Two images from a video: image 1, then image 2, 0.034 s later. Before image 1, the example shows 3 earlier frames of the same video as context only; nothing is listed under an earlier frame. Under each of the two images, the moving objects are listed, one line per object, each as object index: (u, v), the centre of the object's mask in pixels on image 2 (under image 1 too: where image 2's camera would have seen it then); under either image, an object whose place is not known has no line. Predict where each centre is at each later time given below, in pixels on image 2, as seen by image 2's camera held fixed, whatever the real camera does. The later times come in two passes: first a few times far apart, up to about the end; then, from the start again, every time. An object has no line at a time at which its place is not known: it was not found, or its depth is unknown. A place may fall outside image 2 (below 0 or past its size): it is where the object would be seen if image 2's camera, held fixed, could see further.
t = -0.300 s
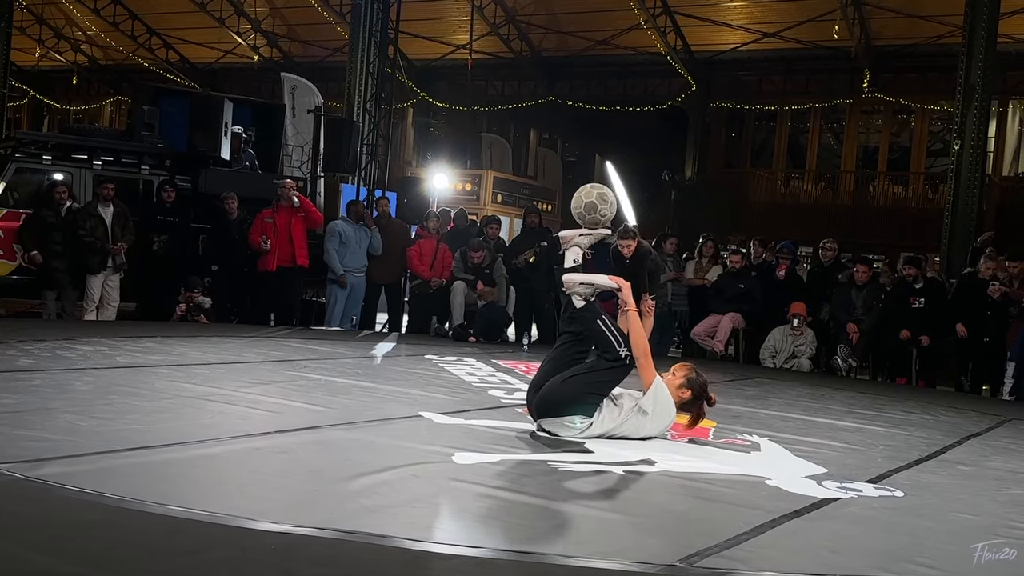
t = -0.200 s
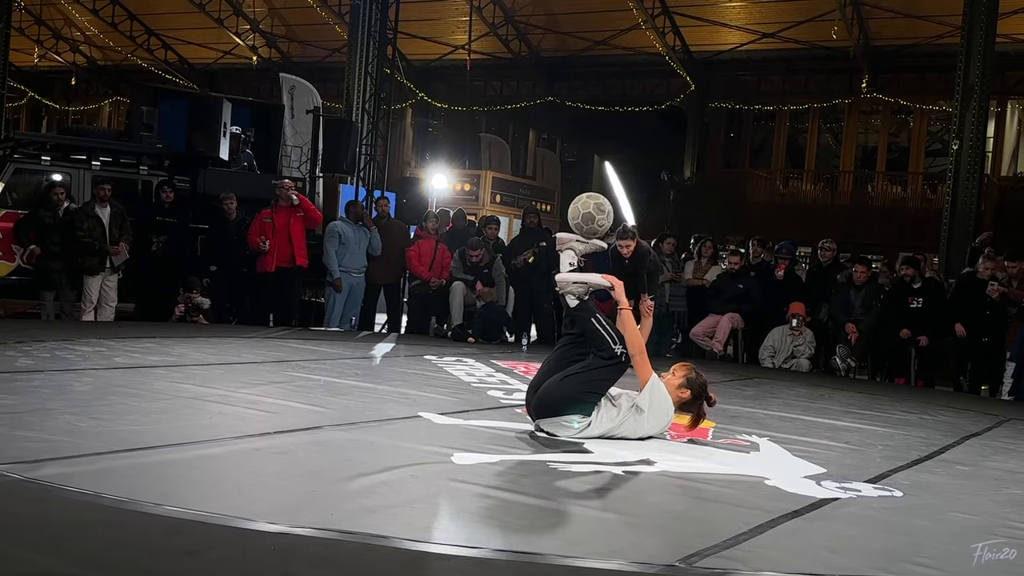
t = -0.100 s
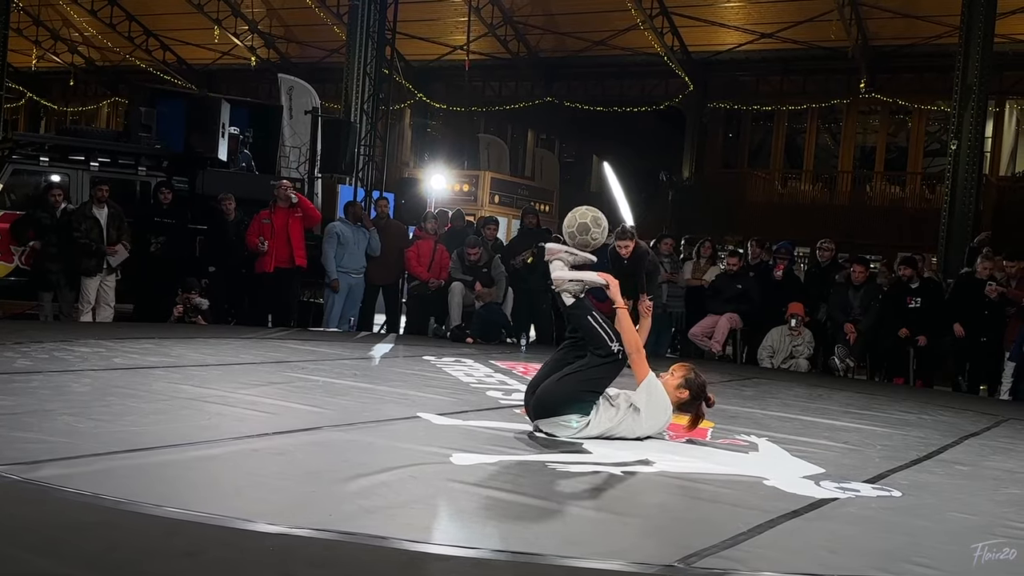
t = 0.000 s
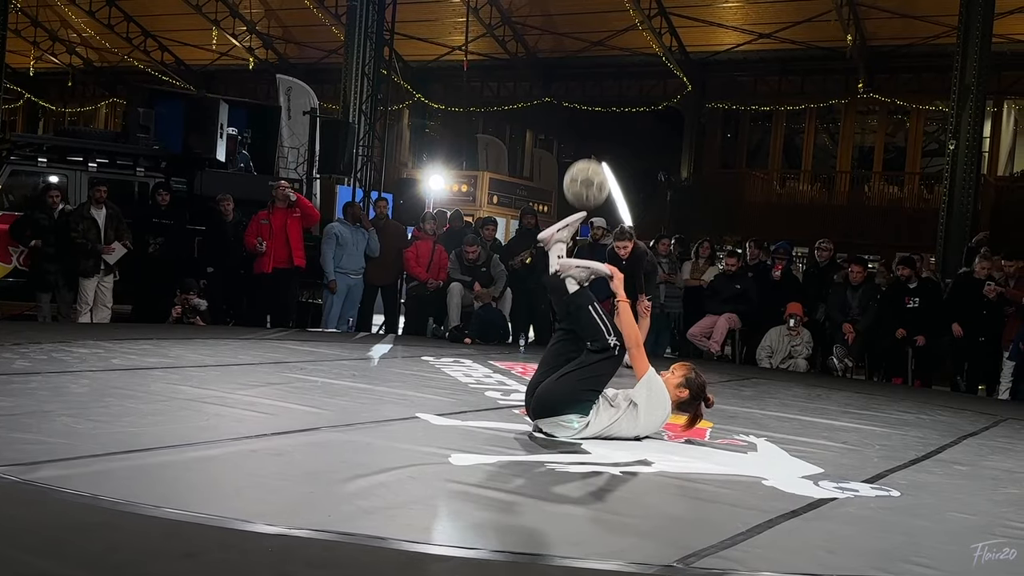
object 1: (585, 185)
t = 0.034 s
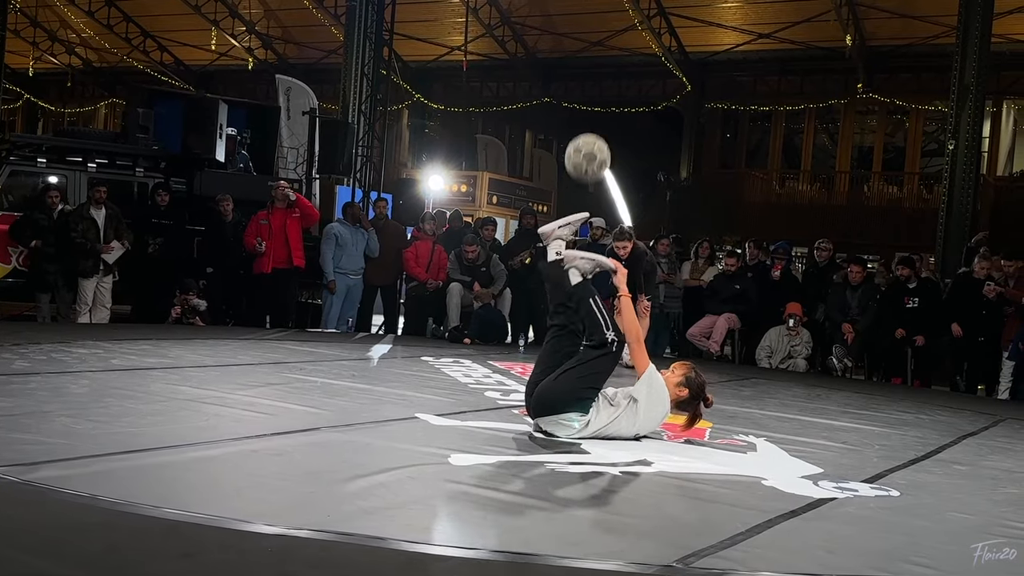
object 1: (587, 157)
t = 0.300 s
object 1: (597, 28)
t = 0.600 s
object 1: (591, 56)
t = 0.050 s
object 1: (588, 145)
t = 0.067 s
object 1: (589, 134)
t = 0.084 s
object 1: (590, 123)
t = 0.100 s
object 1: (591, 112)
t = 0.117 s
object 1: (592, 102)
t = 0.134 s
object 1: (592, 93)
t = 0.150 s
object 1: (593, 83)
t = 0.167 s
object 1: (594, 75)
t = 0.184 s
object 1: (594, 67)
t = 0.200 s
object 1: (594, 60)
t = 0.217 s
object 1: (595, 53)
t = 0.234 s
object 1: (595, 47)
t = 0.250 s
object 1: (596, 41)
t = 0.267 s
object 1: (596, 36)
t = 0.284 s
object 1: (596, 32)
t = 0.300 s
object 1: (597, 28)
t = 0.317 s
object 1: (597, 24)
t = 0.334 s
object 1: (597, 21)
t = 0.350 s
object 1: (597, 20)
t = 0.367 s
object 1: (597, 18)
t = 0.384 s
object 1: (597, 18)
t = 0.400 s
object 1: (597, 17)
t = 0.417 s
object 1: (597, 17)
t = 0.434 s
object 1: (596, 18)
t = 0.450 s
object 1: (596, 19)
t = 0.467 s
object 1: (596, 20)
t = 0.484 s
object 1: (595, 22)
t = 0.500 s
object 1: (595, 25)
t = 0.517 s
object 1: (595, 29)
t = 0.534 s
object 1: (594, 33)
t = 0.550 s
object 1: (593, 38)
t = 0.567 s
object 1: (593, 43)
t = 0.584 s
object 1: (592, 49)
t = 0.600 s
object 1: (591, 56)
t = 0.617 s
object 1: (591, 63)
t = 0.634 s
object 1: (590, 71)
